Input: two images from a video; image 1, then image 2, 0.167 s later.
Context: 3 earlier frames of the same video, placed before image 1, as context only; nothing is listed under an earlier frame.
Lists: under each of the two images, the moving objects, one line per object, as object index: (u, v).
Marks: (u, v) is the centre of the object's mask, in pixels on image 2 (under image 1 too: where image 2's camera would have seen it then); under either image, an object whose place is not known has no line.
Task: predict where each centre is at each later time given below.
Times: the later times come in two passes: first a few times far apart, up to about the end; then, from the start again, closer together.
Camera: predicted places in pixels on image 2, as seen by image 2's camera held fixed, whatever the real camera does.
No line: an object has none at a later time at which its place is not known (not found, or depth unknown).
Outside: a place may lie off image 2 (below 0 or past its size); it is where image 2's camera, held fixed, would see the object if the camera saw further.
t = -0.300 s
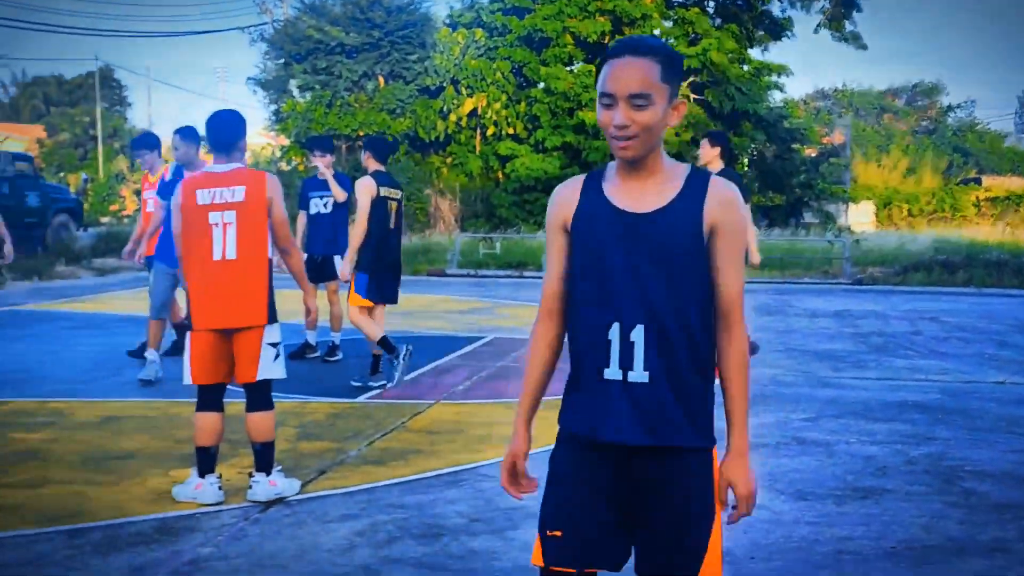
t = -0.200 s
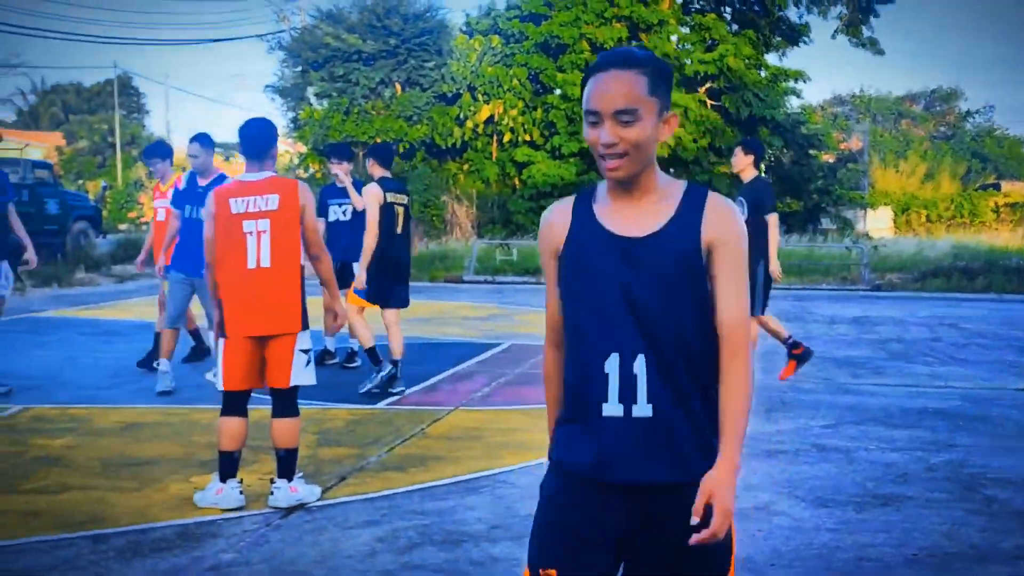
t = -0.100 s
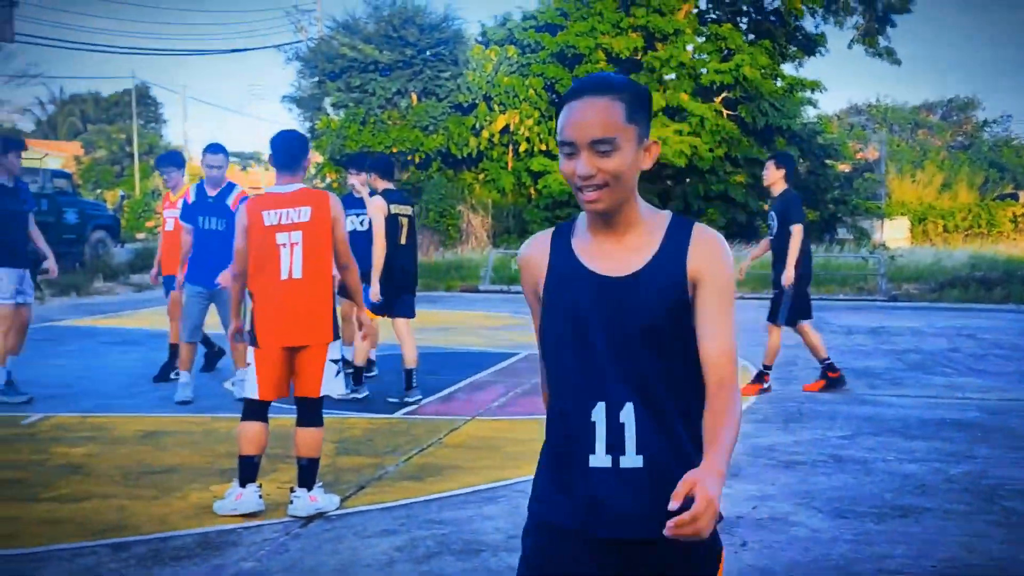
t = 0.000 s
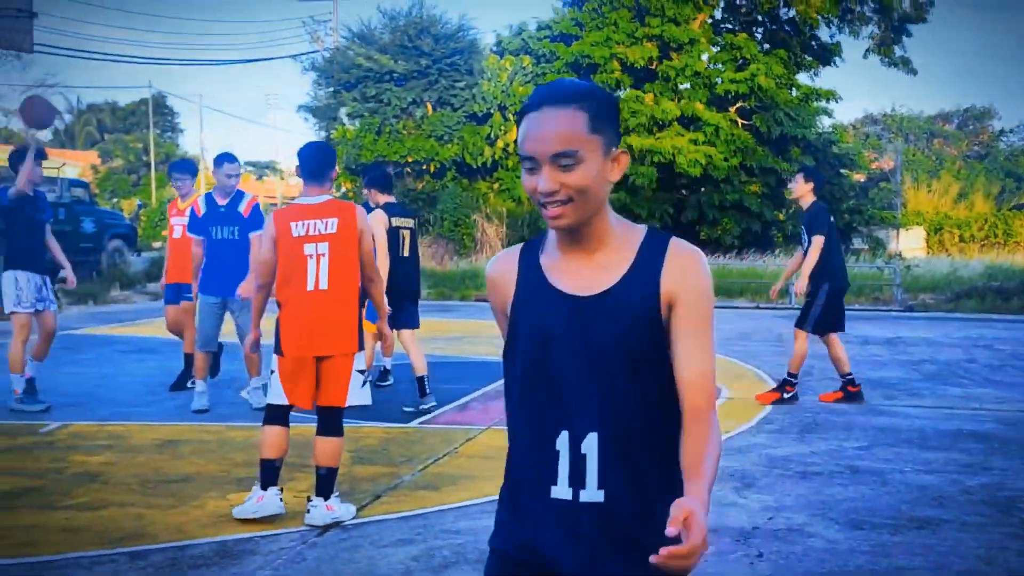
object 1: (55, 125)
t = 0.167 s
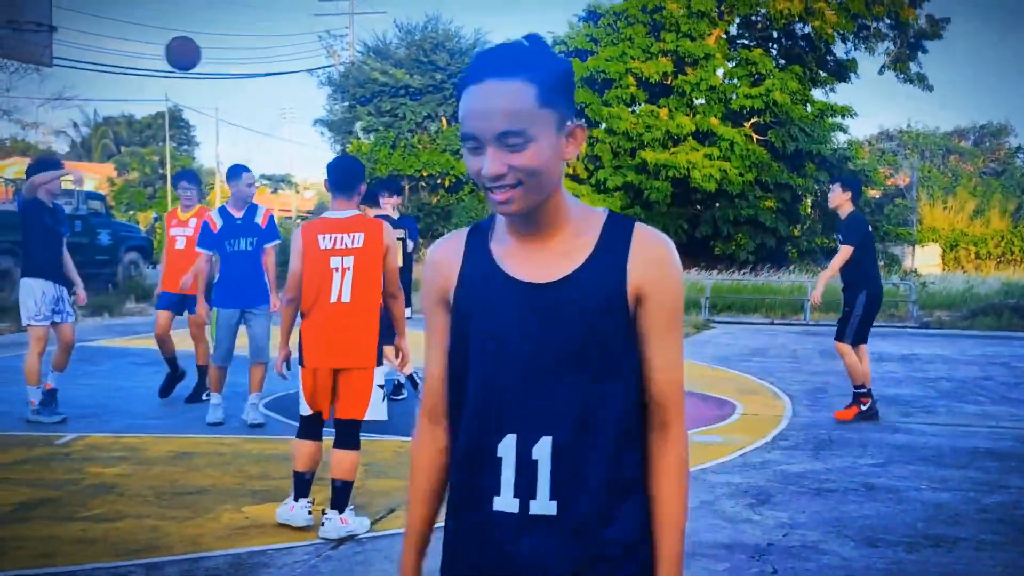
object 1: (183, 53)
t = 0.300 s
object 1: (283, 25)
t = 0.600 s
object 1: (494, 56)
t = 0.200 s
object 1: (208, 44)
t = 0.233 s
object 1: (233, 36)
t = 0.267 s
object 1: (258, 30)
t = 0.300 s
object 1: (283, 25)
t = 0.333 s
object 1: (307, 23)
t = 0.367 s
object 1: (330, 21)
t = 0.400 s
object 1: (355, 22)
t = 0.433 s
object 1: (383, 23)
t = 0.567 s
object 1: (471, 45)
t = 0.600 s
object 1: (494, 56)
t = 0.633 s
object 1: (515, 68)
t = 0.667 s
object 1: (538, 81)
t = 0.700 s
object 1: (560, 94)
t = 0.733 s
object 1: (581, 110)
